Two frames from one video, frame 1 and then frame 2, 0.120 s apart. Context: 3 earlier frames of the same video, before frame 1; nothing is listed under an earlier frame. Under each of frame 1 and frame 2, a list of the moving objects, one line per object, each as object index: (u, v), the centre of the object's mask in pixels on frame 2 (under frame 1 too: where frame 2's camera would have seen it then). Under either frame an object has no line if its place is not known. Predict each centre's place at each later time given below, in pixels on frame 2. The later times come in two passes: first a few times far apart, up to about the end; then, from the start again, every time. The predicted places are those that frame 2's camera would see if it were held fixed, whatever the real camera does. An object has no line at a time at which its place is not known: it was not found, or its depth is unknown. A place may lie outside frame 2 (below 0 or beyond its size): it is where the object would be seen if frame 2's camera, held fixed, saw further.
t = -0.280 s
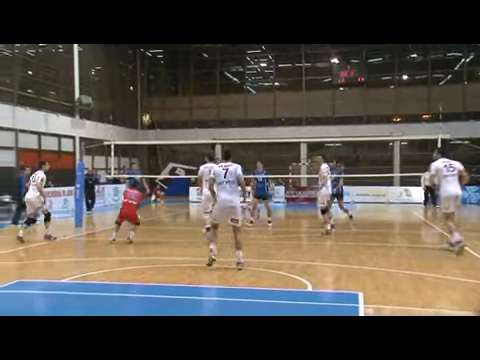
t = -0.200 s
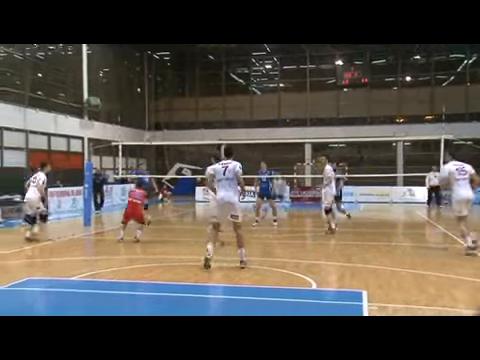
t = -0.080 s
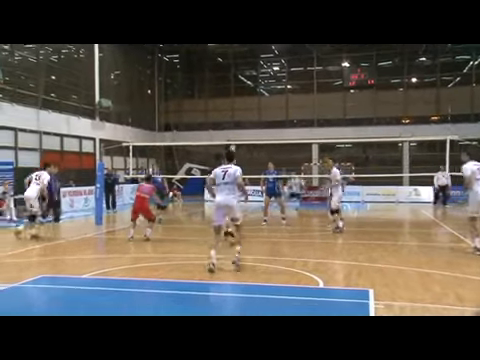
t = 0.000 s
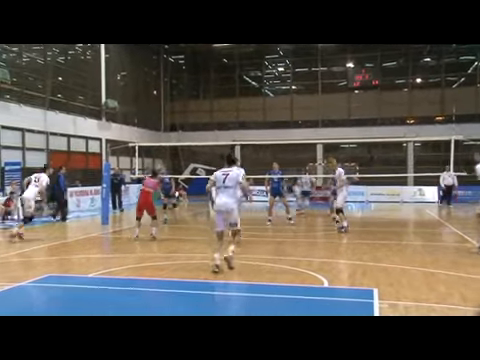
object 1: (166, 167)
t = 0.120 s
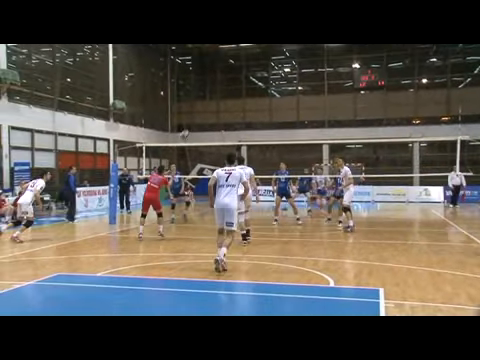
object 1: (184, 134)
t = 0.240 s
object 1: (200, 109)
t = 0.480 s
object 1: (228, 76)
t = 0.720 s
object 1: (257, 68)
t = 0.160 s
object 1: (189, 125)
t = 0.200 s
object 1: (194, 116)
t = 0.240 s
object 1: (200, 109)
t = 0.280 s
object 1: (204, 102)
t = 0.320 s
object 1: (209, 95)
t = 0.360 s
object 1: (214, 90)
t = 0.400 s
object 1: (219, 85)
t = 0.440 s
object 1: (224, 80)
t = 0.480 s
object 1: (228, 76)
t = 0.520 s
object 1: (234, 74)
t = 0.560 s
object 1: (238, 71)
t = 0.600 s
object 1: (243, 70)
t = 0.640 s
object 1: (248, 68)
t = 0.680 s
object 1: (253, 68)
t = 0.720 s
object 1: (257, 68)
